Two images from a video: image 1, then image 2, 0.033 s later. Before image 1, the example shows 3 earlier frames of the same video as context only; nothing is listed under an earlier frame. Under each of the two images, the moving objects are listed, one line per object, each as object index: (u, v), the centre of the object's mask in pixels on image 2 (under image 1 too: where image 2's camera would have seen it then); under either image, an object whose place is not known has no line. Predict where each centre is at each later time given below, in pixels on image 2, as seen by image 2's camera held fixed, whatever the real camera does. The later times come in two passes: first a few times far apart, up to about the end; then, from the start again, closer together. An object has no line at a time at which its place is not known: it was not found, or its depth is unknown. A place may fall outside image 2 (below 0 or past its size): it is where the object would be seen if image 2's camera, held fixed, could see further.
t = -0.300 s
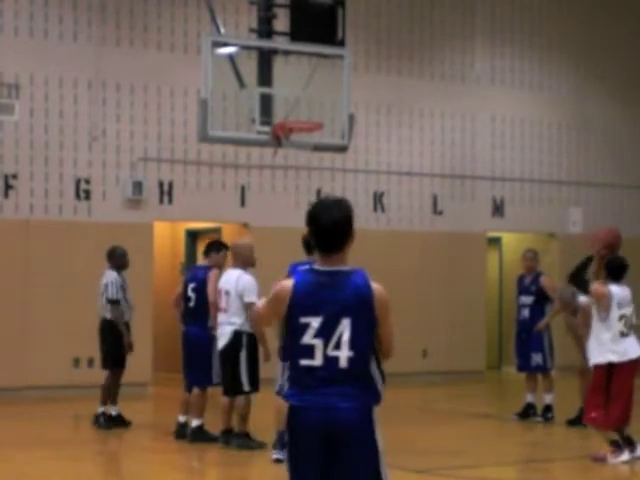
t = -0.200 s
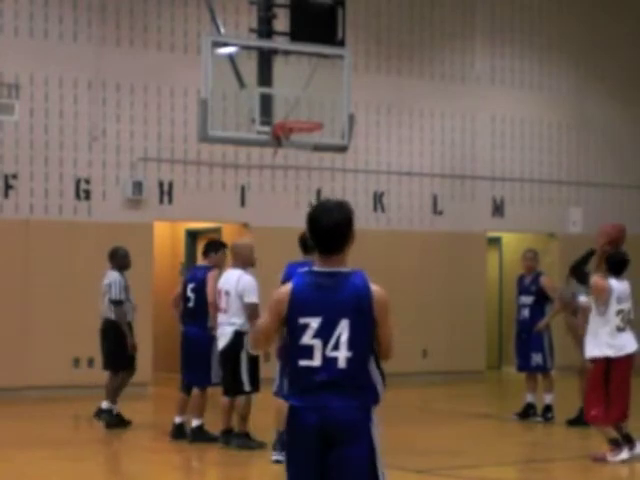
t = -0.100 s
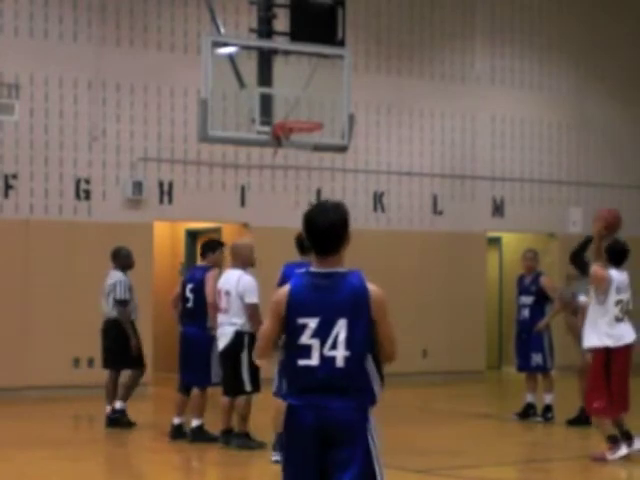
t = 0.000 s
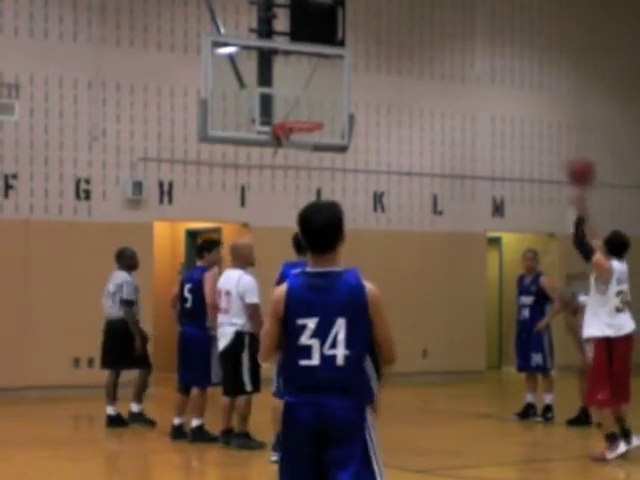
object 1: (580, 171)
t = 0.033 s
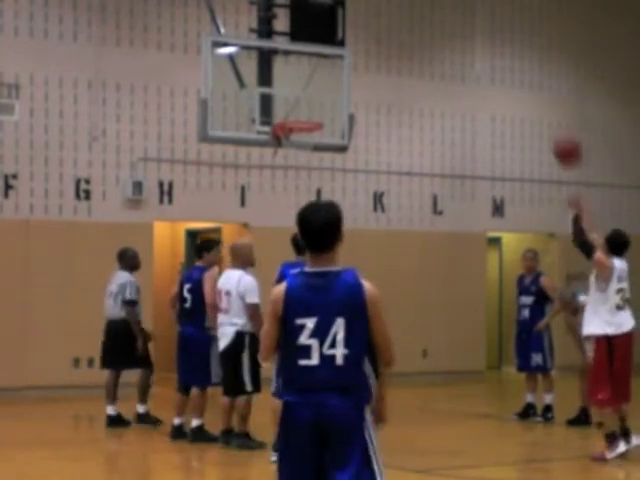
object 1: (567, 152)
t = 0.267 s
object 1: (483, 58)
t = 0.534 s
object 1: (400, 34)
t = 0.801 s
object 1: (330, 79)
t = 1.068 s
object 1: (287, 152)
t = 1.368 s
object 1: (282, 248)
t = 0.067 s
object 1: (554, 133)
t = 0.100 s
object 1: (542, 116)
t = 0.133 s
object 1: (529, 101)
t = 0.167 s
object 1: (517, 88)
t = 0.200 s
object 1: (505, 76)
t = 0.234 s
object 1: (494, 67)
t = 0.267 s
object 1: (483, 58)
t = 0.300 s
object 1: (472, 51)
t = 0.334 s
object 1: (462, 45)
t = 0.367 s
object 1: (451, 41)
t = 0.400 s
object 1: (441, 37)
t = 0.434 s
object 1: (430, 35)
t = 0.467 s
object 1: (420, 33)
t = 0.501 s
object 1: (410, 33)
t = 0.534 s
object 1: (400, 34)
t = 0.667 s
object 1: (365, 48)
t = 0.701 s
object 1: (356, 56)
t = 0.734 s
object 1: (347, 62)
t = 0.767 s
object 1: (338, 71)
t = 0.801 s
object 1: (330, 79)
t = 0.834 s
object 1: (322, 90)
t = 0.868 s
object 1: (314, 100)
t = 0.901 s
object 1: (306, 111)
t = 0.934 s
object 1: (297, 124)
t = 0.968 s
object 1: (292, 136)
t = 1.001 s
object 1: (288, 145)
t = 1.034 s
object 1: (288, 148)
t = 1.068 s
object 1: (287, 152)
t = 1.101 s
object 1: (287, 160)
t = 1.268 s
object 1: (286, 209)
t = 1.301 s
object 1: (285, 221)
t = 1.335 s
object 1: (284, 234)
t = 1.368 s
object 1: (282, 248)
